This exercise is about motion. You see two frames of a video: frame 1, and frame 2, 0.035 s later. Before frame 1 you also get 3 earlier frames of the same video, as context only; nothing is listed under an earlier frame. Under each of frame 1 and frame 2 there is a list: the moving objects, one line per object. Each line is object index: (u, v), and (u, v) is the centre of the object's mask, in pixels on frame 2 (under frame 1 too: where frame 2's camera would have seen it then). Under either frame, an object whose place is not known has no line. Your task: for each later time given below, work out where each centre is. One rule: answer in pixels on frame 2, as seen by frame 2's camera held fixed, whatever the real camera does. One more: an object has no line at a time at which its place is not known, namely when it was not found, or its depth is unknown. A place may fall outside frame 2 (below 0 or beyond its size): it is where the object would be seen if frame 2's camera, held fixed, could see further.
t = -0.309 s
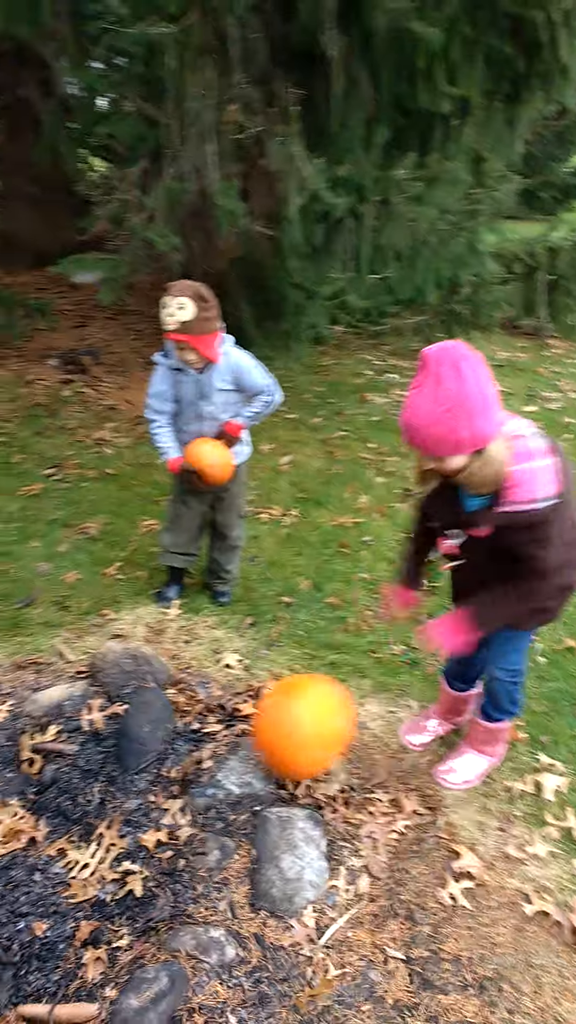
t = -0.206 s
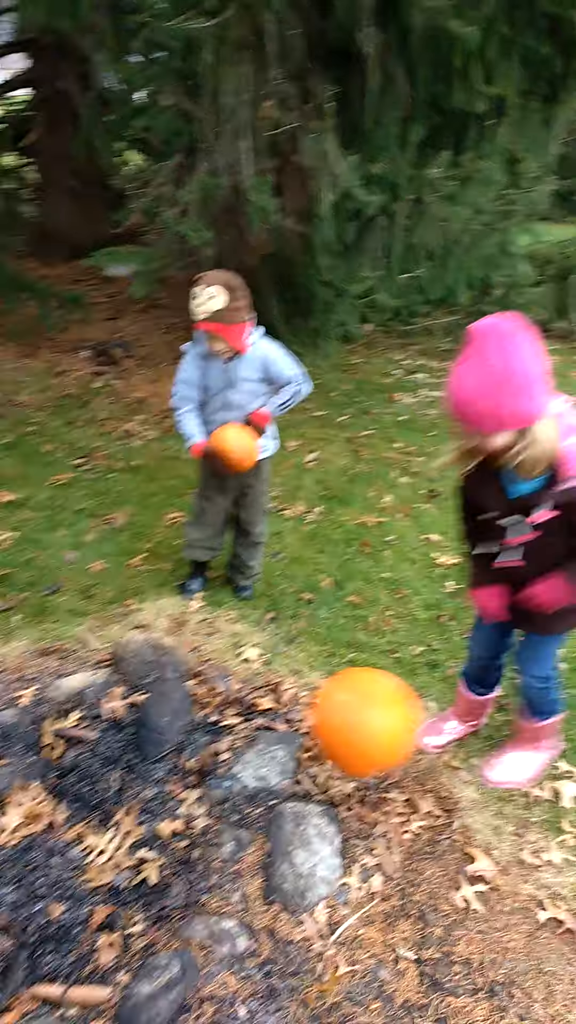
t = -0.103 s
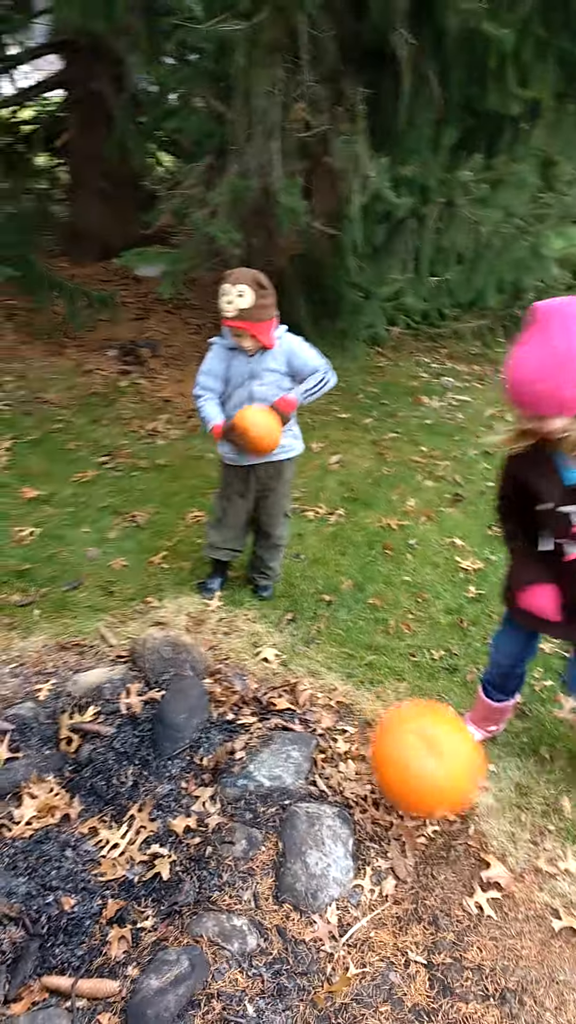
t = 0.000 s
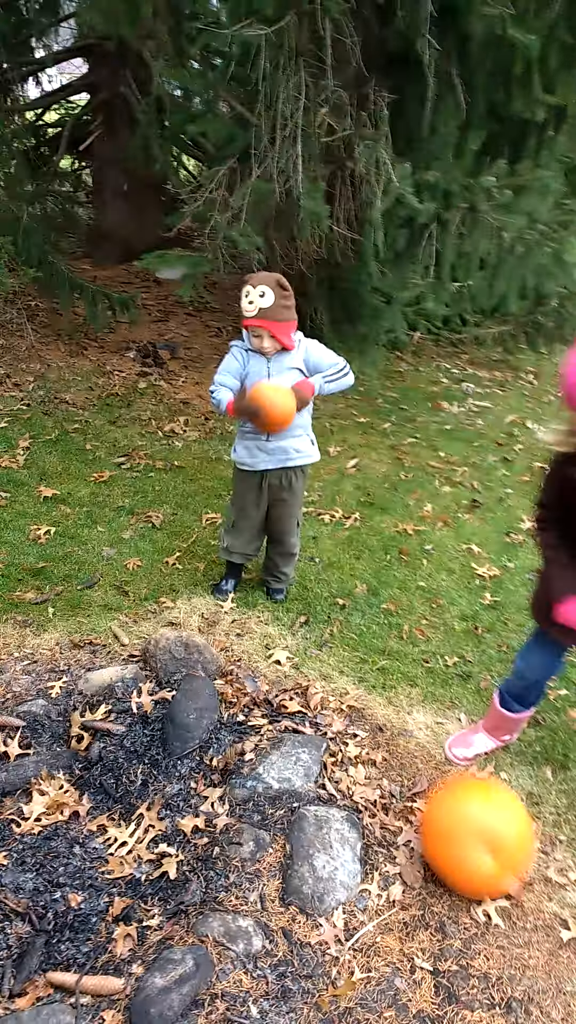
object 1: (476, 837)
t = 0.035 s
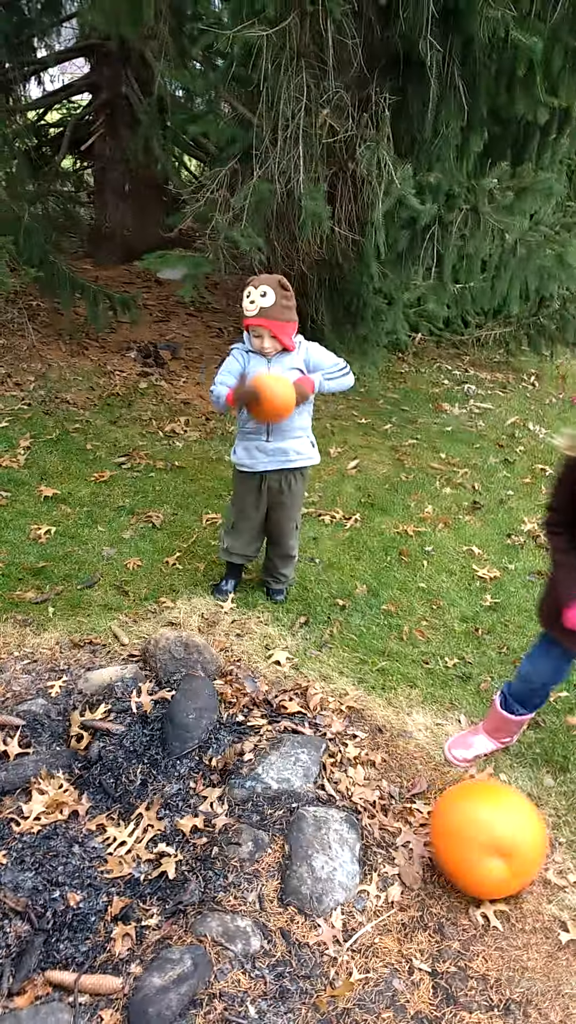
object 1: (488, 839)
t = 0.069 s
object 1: (500, 837)
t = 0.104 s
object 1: (511, 840)
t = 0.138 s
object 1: (521, 846)
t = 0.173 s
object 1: (528, 854)
